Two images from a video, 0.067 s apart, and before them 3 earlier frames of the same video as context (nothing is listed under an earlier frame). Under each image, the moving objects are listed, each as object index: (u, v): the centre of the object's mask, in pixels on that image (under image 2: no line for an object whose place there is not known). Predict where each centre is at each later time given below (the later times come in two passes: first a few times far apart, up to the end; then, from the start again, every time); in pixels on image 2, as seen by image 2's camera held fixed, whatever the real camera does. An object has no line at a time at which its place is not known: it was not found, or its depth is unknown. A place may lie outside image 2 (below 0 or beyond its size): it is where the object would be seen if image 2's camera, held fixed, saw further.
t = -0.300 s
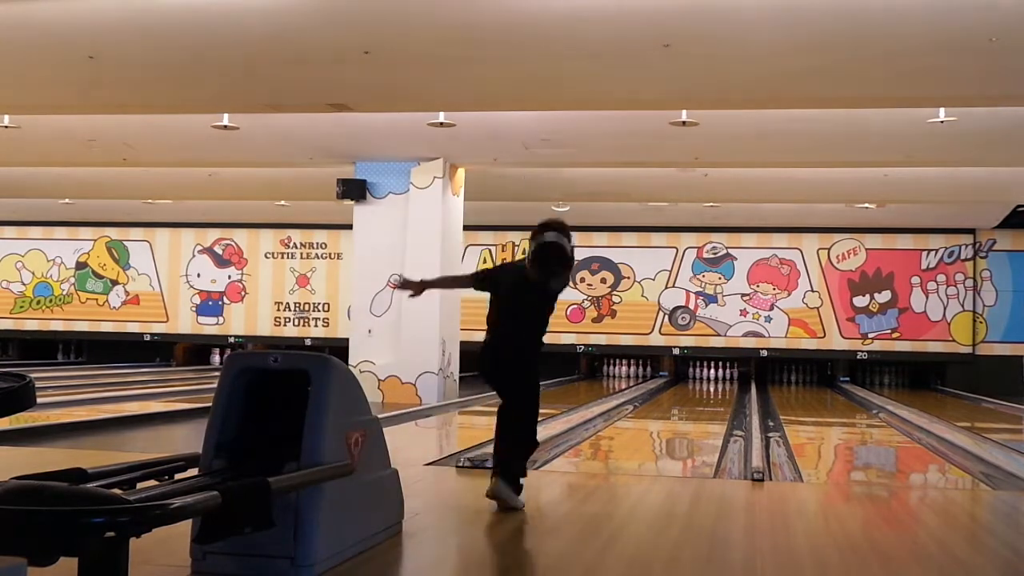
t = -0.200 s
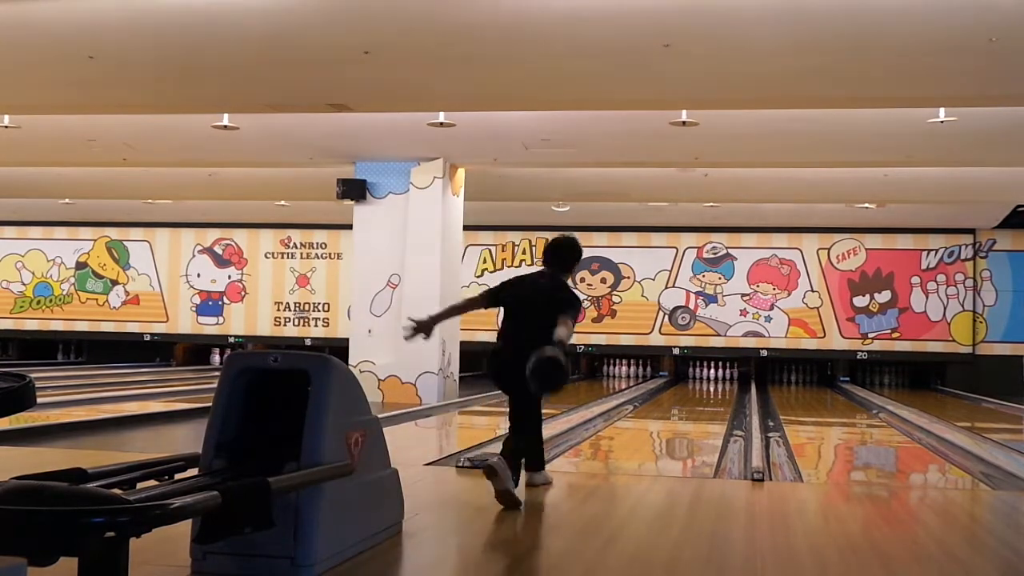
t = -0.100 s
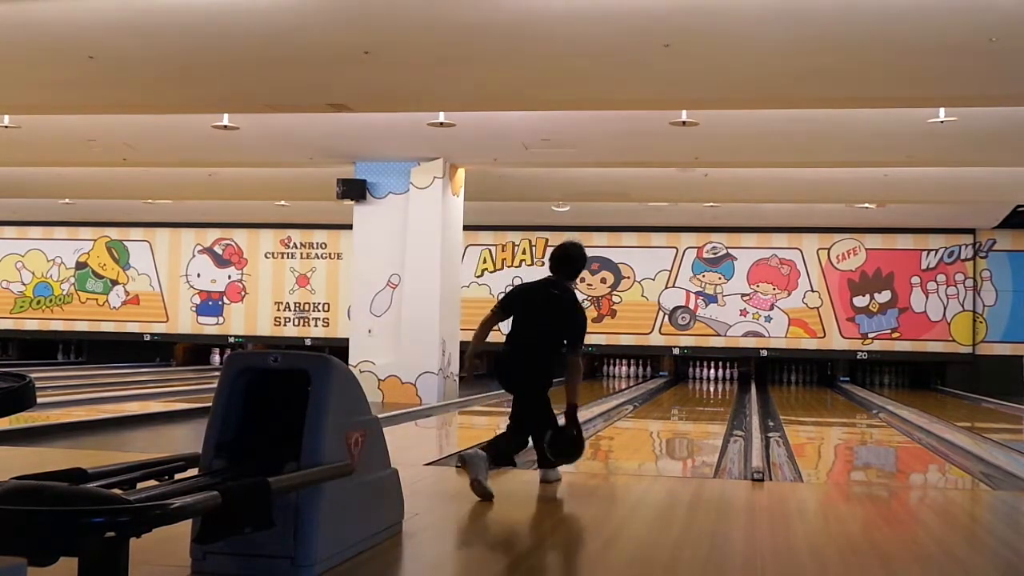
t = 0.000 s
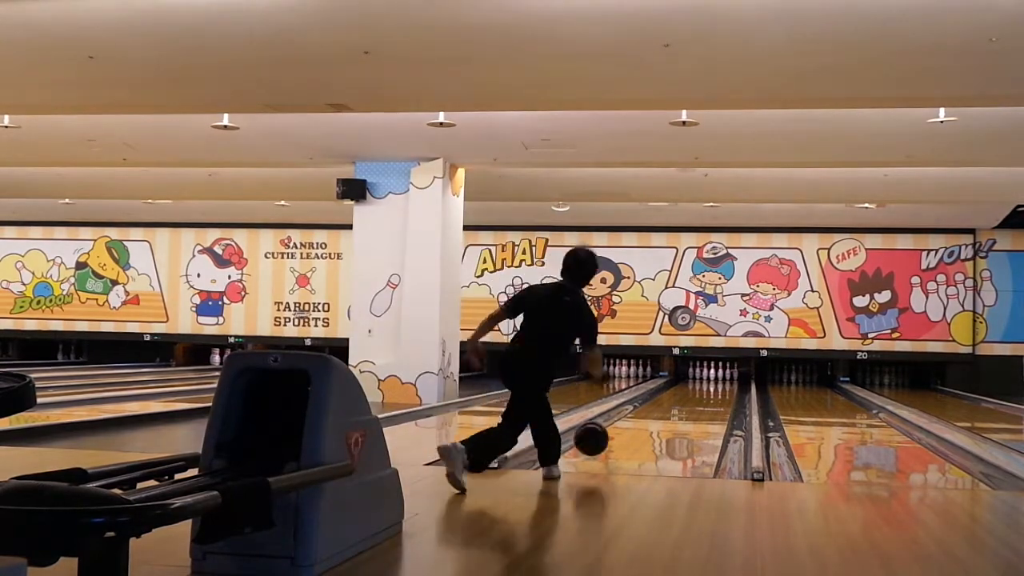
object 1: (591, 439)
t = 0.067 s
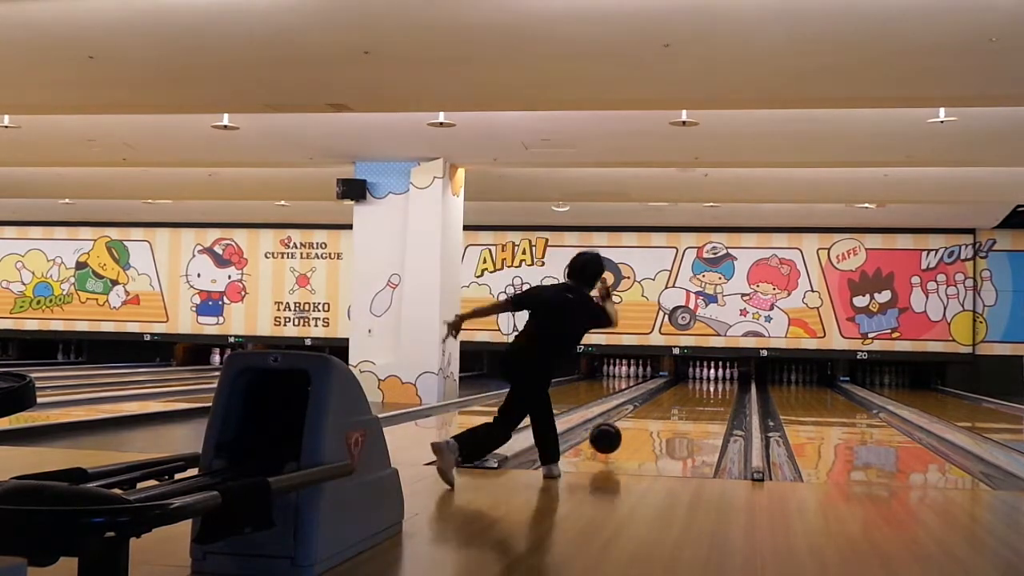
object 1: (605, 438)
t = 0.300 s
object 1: (641, 425)
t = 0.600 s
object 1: (669, 408)
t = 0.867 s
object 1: (685, 397)
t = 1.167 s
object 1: (697, 390)
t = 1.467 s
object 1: (705, 383)
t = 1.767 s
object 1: (713, 378)
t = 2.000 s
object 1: (715, 376)
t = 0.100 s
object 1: (611, 440)
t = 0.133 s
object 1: (617, 438)
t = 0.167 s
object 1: (623, 435)
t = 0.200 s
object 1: (628, 432)
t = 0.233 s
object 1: (632, 430)
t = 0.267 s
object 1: (637, 427)
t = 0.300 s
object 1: (641, 425)
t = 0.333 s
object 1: (645, 422)
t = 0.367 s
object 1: (649, 420)
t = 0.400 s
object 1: (652, 418)
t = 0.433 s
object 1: (655, 416)
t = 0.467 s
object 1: (658, 414)
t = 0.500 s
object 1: (661, 412)
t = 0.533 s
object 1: (664, 411)
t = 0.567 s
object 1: (667, 409)
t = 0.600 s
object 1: (669, 408)
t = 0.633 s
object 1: (672, 406)
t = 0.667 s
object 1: (674, 405)
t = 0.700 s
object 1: (676, 403)
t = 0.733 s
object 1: (678, 402)
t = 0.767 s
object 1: (680, 401)
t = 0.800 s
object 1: (682, 400)
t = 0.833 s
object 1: (683, 399)
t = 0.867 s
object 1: (685, 397)
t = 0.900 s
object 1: (687, 395)
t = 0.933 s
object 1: (688, 395)
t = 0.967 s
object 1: (690, 394)
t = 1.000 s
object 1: (692, 393)
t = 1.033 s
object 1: (693, 393)
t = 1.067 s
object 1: (695, 392)
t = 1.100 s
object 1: (696, 391)
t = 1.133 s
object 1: (696, 390)
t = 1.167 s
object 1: (697, 390)
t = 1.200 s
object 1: (700, 389)
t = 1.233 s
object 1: (701, 389)
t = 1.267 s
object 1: (701, 388)
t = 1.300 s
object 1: (701, 388)
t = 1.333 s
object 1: (703, 386)
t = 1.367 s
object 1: (703, 385)
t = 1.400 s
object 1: (705, 384)
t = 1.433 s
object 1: (705, 384)
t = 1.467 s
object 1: (705, 383)
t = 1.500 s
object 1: (707, 383)
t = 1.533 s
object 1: (708, 382)
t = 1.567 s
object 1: (708, 382)
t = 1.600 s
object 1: (709, 381)
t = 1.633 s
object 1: (710, 380)
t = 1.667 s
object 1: (711, 380)
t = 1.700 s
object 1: (711, 379)
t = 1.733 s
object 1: (711, 379)
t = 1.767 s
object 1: (713, 378)
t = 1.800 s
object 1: (713, 378)
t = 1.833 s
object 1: (714, 378)
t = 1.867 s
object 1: (714, 377)
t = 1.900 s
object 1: (714, 376)
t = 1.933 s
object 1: (713, 376)
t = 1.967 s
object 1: (714, 376)
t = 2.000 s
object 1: (715, 376)
